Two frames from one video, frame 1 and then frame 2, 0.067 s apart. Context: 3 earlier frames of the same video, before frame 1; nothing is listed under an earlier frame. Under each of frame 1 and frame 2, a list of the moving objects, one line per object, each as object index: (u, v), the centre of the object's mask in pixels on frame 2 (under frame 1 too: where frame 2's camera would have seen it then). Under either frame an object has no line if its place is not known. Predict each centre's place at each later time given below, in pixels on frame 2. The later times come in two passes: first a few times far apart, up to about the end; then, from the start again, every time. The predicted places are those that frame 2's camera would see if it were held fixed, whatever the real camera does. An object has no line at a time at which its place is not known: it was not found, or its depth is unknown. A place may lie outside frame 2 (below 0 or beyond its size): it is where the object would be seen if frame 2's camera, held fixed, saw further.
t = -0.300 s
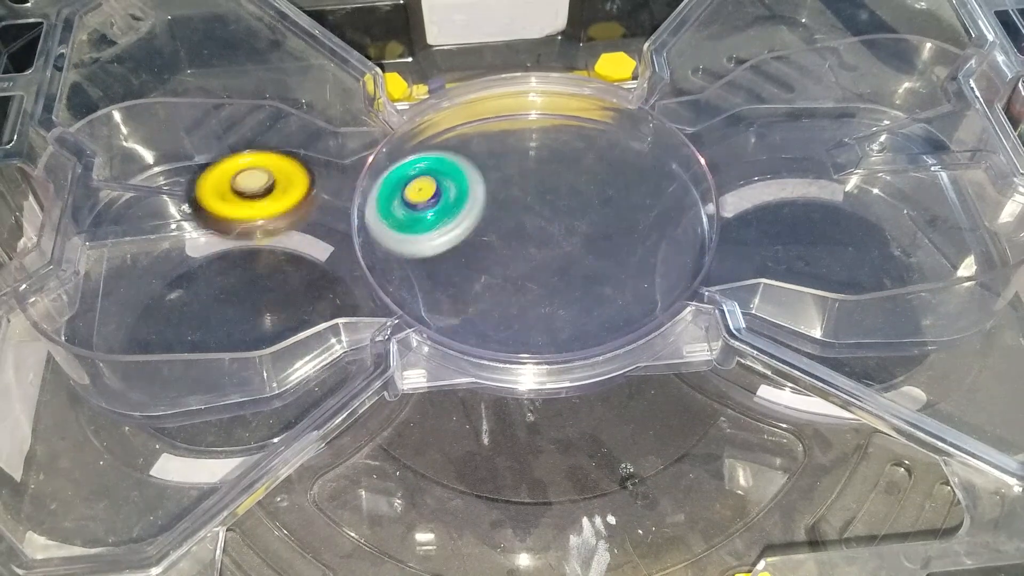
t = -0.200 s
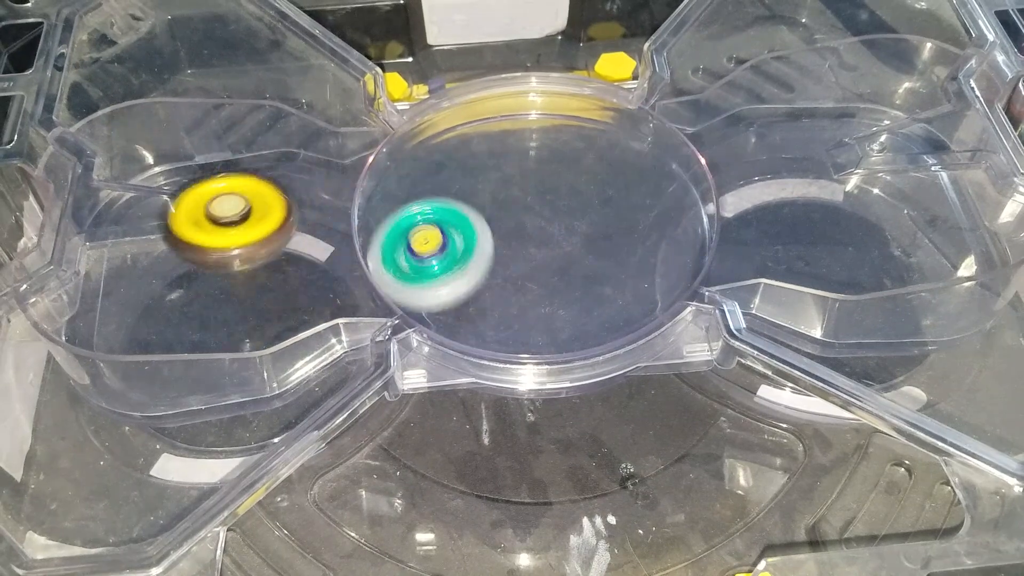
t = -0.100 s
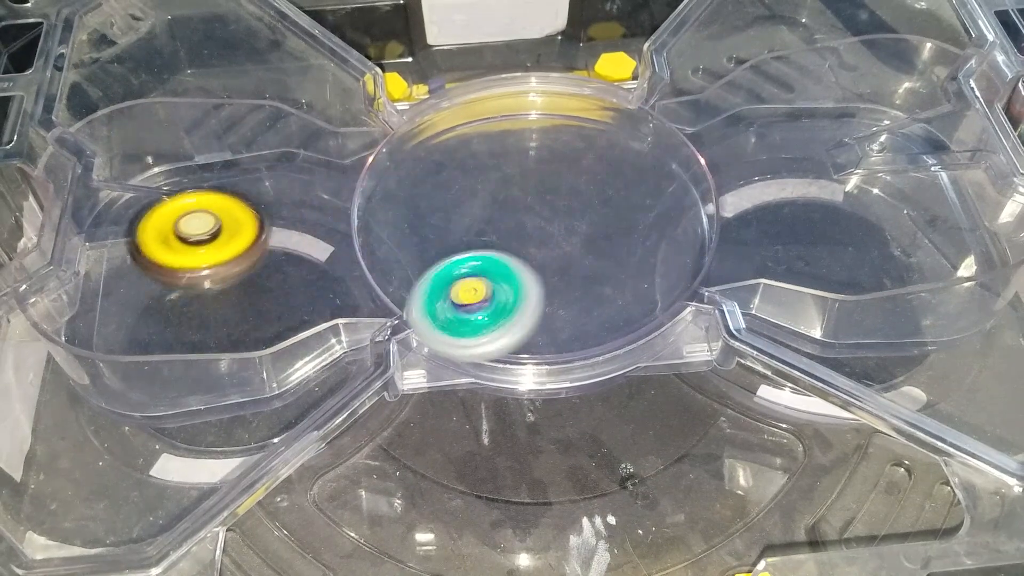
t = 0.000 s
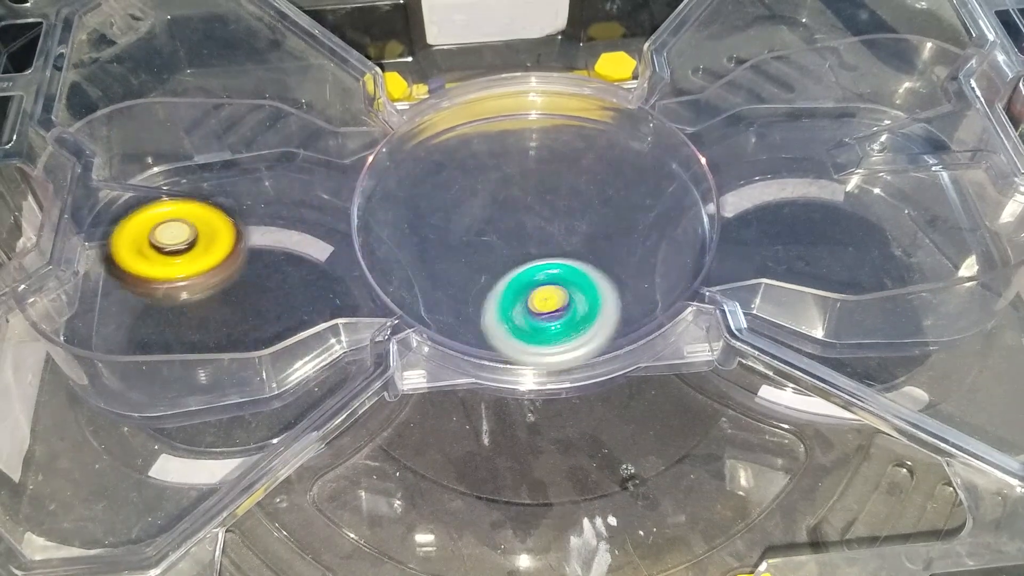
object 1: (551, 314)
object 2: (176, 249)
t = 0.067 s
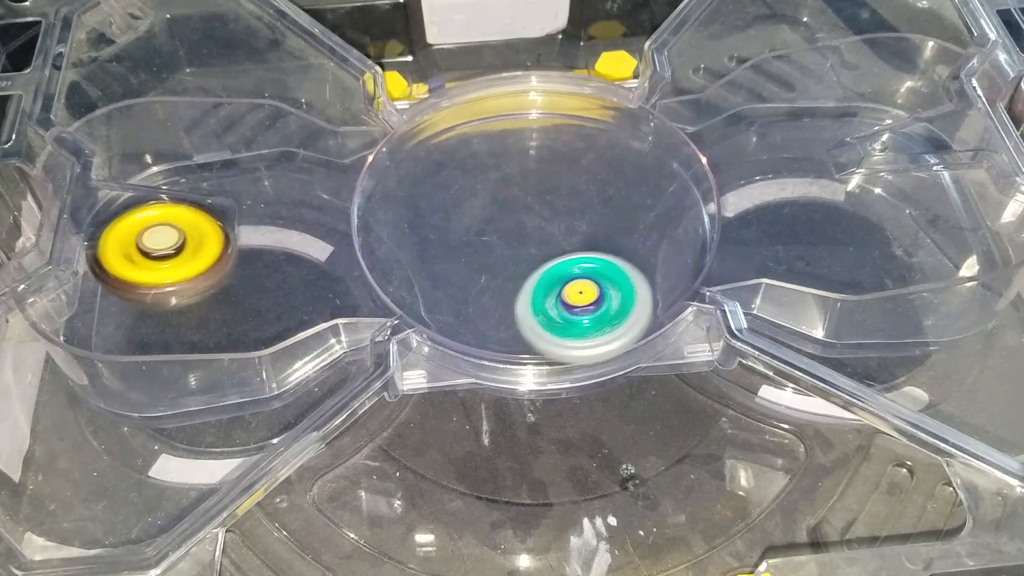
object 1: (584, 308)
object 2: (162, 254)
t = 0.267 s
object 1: (599, 289)
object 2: (143, 255)
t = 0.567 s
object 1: (567, 258)
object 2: (162, 237)
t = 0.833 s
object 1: (525, 237)
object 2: (247, 209)
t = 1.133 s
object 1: (653, 235)
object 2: (227, 153)
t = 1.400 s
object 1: (760, 93)
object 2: (96, 27)
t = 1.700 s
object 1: (695, 29)
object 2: (126, 25)
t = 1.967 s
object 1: (667, 70)
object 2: (204, 33)
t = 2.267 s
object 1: (584, 110)
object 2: (340, 92)
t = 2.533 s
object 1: (675, 118)
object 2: (350, 197)
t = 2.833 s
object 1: (599, 203)
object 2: (452, 269)
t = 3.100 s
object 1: (675, 121)
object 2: (427, 257)
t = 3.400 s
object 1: (527, 132)
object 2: (461, 240)
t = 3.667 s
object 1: (571, 106)
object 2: (417, 260)
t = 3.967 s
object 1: (548, 112)
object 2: (460, 255)
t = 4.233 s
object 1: (524, 137)
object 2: (414, 201)
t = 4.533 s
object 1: (586, 156)
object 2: (405, 175)
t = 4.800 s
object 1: (586, 169)
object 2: (440, 150)
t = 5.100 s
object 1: (677, 260)
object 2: (454, 97)
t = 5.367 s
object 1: (625, 227)
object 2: (478, 147)
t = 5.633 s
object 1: (580, 265)
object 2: (511, 115)
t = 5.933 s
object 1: (481, 280)
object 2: (560, 122)
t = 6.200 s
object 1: (409, 259)
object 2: (590, 159)
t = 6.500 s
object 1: (395, 217)
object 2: (583, 215)
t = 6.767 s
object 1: (422, 166)
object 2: (542, 253)
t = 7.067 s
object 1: (488, 117)
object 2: (471, 262)
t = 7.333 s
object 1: (549, 105)
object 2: (424, 240)
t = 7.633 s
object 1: (590, 130)
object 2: (417, 195)
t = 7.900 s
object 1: (603, 183)
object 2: (452, 154)
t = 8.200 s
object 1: (574, 254)
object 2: (518, 132)
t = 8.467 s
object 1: (513, 290)
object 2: (569, 137)
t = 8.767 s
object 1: (447, 283)
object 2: (597, 172)
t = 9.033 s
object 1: (417, 243)
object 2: (583, 217)
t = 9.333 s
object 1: (422, 178)
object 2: (527, 252)
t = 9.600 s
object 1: (463, 125)
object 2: (466, 255)
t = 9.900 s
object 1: (526, 105)
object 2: (426, 227)
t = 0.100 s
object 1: (592, 305)
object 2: (158, 255)
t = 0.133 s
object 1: (597, 302)
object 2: (154, 256)
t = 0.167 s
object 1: (600, 300)
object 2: (149, 256)
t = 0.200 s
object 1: (601, 296)
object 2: (145, 256)
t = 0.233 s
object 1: (600, 293)
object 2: (143, 256)
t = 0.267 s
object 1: (599, 289)
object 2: (143, 255)
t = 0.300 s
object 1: (598, 285)
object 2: (142, 254)
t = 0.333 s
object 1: (596, 282)
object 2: (143, 253)
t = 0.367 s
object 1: (593, 278)
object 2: (144, 252)
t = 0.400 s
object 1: (590, 275)
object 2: (145, 250)
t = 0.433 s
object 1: (586, 271)
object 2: (147, 248)
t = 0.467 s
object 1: (581, 268)
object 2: (150, 246)
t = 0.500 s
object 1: (577, 264)
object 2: (153, 243)
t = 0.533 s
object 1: (572, 261)
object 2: (157, 241)
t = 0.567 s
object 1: (567, 258)
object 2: (162, 237)
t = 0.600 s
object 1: (562, 255)
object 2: (170, 234)
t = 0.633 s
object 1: (557, 252)
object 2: (178, 230)
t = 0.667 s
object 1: (552, 249)
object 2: (188, 227)
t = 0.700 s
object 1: (547, 246)
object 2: (198, 223)
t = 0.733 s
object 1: (541, 244)
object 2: (209, 218)
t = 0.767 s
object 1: (536, 241)
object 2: (221, 216)
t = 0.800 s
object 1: (530, 239)
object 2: (234, 211)
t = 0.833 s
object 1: (525, 237)
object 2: (247, 209)
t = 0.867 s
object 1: (518, 234)
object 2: (258, 207)
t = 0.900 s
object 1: (512, 232)
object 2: (273, 205)
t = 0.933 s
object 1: (506, 229)
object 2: (287, 203)
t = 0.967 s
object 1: (500, 227)
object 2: (302, 201)
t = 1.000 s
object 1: (494, 224)
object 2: (316, 201)
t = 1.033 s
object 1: (488, 221)
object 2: (333, 200)
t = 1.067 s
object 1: (482, 219)
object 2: (350, 200)
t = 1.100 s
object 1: (555, 229)
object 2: (301, 180)
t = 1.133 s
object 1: (653, 235)
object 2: (227, 153)
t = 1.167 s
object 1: (716, 218)
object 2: (162, 133)
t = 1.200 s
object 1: (740, 187)
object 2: (109, 111)
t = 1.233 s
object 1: (757, 176)
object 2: (72, 93)
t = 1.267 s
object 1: (770, 155)
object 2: (64, 71)
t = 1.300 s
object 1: (773, 138)
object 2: (62, 50)
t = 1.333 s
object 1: (770, 122)
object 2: (76, 38)
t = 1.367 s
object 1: (766, 107)
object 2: (88, 32)
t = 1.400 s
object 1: (760, 93)
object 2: (96, 27)
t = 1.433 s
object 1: (754, 80)
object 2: (102, 26)
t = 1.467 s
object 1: (747, 68)
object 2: (107, 25)
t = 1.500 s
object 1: (739, 58)
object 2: (109, 24)
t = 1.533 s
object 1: (731, 51)
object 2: (112, 24)
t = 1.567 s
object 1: (724, 43)
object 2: (114, 24)
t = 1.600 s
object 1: (716, 38)
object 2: (116, 24)
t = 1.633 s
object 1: (709, 35)
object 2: (119, 25)
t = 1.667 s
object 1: (702, 32)
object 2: (122, 25)
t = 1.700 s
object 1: (695, 29)
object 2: (126, 25)
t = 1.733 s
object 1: (688, 27)
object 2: (131, 25)
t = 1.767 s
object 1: (683, 26)
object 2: (138, 25)
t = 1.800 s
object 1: (683, 33)
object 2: (147, 25)
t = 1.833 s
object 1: (687, 40)
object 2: (156, 26)
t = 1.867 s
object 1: (687, 46)
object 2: (168, 28)
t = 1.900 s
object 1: (682, 53)
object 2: (180, 29)
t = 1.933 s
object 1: (676, 61)
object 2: (193, 32)
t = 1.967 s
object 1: (667, 70)
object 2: (204, 33)
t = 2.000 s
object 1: (658, 77)
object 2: (217, 37)
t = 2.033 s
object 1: (645, 86)
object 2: (230, 40)
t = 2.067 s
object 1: (631, 93)
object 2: (244, 45)
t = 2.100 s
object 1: (620, 97)
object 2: (258, 51)
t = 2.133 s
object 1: (610, 100)
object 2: (273, 58)
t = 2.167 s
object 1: (603, 102)
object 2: (289, 65)
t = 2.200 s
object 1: (597, 105)
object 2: (305, 73)
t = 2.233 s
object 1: (591, 107)
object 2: (323, 83)
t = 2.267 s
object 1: (584, 110)
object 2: (340, 92)
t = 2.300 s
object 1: (577, 114)
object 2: (357, 102)
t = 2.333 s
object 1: (570, 117)
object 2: (374, 113)
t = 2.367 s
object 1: (564, 121)
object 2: (395, 134)
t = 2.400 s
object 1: (557, 125)
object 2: (415, 146)
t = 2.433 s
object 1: (551, 130)
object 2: (433, 156)
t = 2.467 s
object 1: (594, 126)
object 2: (399, 172)
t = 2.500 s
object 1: (640, 121)
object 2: (363, 186)
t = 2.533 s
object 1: (675, 118)
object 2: (350, 197)
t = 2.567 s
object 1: (680, 123)
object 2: (347, 218)
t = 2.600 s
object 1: (674, 145)
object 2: (352, 238)
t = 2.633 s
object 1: (663, 163)
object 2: (362, 256)
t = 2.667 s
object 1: (649, 177)
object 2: (375, 270)
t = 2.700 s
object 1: (634, 188)
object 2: (385, 275)
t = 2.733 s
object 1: (620, 195)
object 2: (398, 274)
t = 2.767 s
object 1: (610, 199)
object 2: (416, 273)
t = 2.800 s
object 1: (603, 201)
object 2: (435, 270)
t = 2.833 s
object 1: (599, 203)
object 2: (452, 269)
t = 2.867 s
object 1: (596, 204)
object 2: (467, 270)
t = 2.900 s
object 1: (595, 206)
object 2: (480, 271)
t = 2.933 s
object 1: (593, 207)
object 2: (491, 271)
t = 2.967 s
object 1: (601, 204)
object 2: (484, 281)
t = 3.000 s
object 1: (649, 175)
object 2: (441, 292)
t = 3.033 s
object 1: (689, 147)
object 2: (431, 275)
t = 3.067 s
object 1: (694, 127)
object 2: (428, 268)
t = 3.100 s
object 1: (675, 121)
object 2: (427, 257)
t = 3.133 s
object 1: (645, 114)
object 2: (428, 246)
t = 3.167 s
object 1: (617, 109)
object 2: (434, 239)
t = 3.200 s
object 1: (594, 108)
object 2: (439, 235)
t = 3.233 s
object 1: (574, 108)
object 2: (447, 233)
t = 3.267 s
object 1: (560, 111)
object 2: (456, 233)
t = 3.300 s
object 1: (550, 115)
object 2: (461, 234)
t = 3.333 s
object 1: (541, 121)
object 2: (464, 236)
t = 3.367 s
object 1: (533, 127)
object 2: (465, 239)
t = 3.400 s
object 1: (527, 132)
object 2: (461, 240)
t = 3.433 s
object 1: (522, 137)
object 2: (455, 240)
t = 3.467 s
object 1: (518, 143)
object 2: (450, 241)
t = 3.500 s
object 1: (513, 148)
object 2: (444, 241)
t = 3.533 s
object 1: (509, 153)
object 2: (439, 239)
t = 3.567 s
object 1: (505, 158)
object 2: (435, 239)
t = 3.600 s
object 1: (502, 162)
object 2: (430, 237)
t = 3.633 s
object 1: (530, 141)
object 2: (398, 256)
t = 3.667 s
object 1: (571, 106)
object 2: (417, 260)
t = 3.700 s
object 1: (606, 74)
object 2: (433, 259)
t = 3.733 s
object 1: (620, 61)
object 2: (448, 263)
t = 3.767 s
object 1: (625, 62)
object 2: (460, 267)
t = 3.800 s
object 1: (620, 69)
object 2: (470, 269)
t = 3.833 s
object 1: (607, 80)
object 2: (477, 270)
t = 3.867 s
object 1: (590, 88)
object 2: (477, 268)
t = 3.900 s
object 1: (573, 97)
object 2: (474, 266)
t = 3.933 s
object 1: (559, 105)
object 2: (468, 261)
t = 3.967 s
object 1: (548, 112)
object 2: (460, 255)
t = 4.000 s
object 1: (541, 117)
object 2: (454, 249)
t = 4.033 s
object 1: (536, 122)
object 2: (447, 243)
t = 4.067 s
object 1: (533, 124)
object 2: (441, 238)
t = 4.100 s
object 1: (531, 127)
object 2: (434, 230)
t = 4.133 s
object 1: (530, 129)
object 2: (429, 224)
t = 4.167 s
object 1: (527, 132)
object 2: (423, 216)
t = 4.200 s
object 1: (525, 135)
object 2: (420, 209)
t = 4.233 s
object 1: (524, 137)
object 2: (414, 201)
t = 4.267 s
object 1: (522, 141)
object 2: (412, 195)
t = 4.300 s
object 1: (520, 144)
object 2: (409, 189)
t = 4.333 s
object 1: (519, 146)
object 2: (406, 183)
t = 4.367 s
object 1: (521, 149)
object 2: (403, 178)
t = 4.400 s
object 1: (520, 152)
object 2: (400, 173)
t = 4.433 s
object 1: (534, 153)
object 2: (387, 167)
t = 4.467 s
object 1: (560, 153)
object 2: (379, 168)
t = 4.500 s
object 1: (577, 154)
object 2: (393, 172)
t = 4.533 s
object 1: (586, 156)
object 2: (405, 175)
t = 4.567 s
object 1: (587, 157)
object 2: (413, 176)
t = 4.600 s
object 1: (588, 158)
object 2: (419, 177)
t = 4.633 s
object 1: (588, 159)
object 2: (423, 174)
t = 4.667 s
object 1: (588, 161)
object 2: (426, 170)
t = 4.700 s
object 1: (588, 163)
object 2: (430, 166)
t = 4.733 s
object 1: (588, 165)
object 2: (432, 161)
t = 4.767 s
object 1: (587, 166)
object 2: (436, 155)
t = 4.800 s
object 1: (586, 169)
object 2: (440, 150)
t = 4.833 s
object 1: (585, 170)
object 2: (445, 146)
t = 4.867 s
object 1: (584, 172)
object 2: (450, 142)
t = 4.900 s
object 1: (582, 174)
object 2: (455, 136)
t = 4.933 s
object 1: (581, 176)
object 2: (461, 132)
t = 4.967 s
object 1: (579, 177)
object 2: (466, 128)
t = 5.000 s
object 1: (577, 179)
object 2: (473, 125)
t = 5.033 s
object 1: (581, 188)
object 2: (477, 120)
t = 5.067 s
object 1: (635, 231)
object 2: (449, 82)
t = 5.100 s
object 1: (677, 260)
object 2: (454, 97)
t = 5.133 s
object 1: (666, 251)
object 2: (461, 119)
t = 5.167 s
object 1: (649, 252)
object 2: (469, 138)
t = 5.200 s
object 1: (640, 243)
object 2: (476, 151)
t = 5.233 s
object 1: (627, 231)
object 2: (482, 161)
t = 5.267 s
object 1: (617, 222)
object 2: (489, 166)
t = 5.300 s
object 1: (609, 215)
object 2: (496, 167)
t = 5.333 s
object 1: (617, 219)
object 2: (488, 159)
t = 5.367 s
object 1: (625, 227)
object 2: (478, 147)
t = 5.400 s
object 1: (626, 233)
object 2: (475, 138)
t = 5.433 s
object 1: (623, 239)
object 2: (478, 132)
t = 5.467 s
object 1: (618, 244)
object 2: (481, 127)
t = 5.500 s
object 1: (612, 249)
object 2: (487, 123)
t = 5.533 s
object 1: (605, 253)
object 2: (493, 121)
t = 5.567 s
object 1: (598, 257)
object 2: (499, 119)
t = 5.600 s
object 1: (589, 261)
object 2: (506, 117)
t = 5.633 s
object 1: (580, 265)
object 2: (511, 115)
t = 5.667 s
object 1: (570, 269)
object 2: (516, 113)
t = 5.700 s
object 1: (560, 273)
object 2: (523, 113)
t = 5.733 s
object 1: (550, 276)
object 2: (529, 113)
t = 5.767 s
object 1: (539, 278)
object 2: (534, 113)
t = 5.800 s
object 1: (527, 280)
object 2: (540, 115)
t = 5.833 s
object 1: (516, 280)
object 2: (546, 115)
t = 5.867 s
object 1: (504, 281)
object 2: (550, 117)
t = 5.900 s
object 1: (493, 281)
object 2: (555, 119)
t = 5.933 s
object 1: (481, 280)
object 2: (560, 122)
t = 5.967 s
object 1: (470, 279)
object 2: (565, 125)
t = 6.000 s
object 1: (459, 278)
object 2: (571, 130)
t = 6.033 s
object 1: (449, 275)
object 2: (574, 133)
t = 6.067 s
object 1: (439, 273)
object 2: (578, 138)
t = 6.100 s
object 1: (430, 270)
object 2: (581, 143)
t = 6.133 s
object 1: (422, 267)
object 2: (584, 148)
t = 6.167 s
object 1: (415, 263)
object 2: (587, 153)
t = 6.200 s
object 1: (409, 259)
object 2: (590, 159)
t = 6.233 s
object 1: (404, 255)
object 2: (590, 165)
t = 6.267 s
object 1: (400, 251)
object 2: (592, 171)
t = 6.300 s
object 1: (398, 247)
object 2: (592, 177)
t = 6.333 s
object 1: (397, 243)
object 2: (592, 183)
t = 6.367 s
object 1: (396, 239)
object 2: (592, 189)
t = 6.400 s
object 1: (395, 234)
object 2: (591, 197)
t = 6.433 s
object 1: (395, 228)
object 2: (589, 203)
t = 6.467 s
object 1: (395, 222)
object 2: (586, 208)
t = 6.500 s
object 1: (395, 217)
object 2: (583, 215)
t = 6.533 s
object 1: (396, 210)
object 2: (579, 220)
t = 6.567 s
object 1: (398, 204)
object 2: (576, 225)
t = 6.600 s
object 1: (401, 198)
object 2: (572, 231)
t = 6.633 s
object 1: (404, 191)
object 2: (566, 236)
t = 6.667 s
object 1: (408, 185)
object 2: (561, 241)
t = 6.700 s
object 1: (412, 179)
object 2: (556, 246)
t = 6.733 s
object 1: (416, 172)
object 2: (548, 250)
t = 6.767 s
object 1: (422, 166)
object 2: (542, 253)
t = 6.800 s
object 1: (428, 160)
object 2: (535, 256)
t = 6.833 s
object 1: (435, 153)
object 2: (527, 258)
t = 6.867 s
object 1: (442, 147)
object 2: (519, 260)
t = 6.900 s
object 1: (448, 141)
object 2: (511, 262)
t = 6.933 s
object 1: (456, 135)
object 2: (502, 263)
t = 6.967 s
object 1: (463, 130)
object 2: (495, 263)
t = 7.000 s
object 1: (471, 125)
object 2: (487, 263)
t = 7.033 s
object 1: (479, 121)
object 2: (479, 263)
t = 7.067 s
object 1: (488, 117)
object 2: (471, 262)
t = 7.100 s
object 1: (496, 114)
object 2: (464, 261)
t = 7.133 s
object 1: (504, 111)
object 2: (457, 259)
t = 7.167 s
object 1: (512, 109)
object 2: (450, 257)
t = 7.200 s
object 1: (520, 107)
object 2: (443, 254)
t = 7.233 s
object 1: (528, 105)
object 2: (438, 251)
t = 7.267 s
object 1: (535, 104)
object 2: (434, 249)
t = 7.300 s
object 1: (542, 104)
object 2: (429, 245)
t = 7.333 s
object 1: (549, 105)
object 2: (424, 240)
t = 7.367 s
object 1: (555, 106)
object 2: (421, 235)
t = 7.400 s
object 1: (561, 108)
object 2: (418, 232)
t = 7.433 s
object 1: (566, 110)
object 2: (416, 227)
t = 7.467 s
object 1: (570, 112)
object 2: (414, 221)
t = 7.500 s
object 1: (575, 115)
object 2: (414, 216)
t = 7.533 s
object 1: (579, 118)
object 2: (414, 212)
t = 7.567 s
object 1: (583, 121)
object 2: (414, 206)
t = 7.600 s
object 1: (587, 125)
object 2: (415, 200)
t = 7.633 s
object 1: (590, 130)
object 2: (417, 195)
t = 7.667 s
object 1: (593, 135)
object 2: (420, 190)
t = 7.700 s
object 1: (596, 140)
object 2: (423, 185)
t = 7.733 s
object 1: (598, 146)
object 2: (427, 179)
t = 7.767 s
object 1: (600, 153)
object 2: (431, 173)
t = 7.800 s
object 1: (602, 160)
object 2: (436, 168)
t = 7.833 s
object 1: (603, 167)
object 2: (442, 164)
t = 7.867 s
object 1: (603, 175)
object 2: (446, 159)
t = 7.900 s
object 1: (603, 183)
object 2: (452, 154)
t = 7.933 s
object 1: (603, 191)
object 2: (458, 150)
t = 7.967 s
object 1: (601, 199)
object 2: (466, 147)
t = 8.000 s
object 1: (600, 208)
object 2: (473, 143)
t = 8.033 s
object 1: (597, 216)
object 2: (480, 140)
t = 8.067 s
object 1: (594, 224)
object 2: (487, 138)
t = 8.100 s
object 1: (590, 232)
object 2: (495, 134)
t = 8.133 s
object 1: (585, 240)
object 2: (502, 134)
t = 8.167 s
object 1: (580, 247)
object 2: (509, 132)
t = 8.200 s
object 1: (574, 254)
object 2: (518, 132)
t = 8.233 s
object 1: (568, 261)
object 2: (524, 130)
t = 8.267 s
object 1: (561, 267)
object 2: (532, 129)
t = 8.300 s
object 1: (554, 272)
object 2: (539, 129)
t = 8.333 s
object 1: (546, 278)
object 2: (546, 130)
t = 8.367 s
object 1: (538, 282)
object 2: (552, 132)
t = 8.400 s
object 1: (530, 285)
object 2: (557, 133)
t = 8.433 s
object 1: (521, 288)
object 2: (564, 135)
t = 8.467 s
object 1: (513, 290)
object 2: (569, 137)
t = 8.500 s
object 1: (504, 292)
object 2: (574, 140)
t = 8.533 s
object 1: (495, 292)
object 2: (579, 143)
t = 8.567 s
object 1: (487, 293)
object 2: (583, 146)
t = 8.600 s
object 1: (480, 292)
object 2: (587, 149)
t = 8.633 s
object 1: (472, 291)
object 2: (590, 152)
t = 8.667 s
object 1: (465, 290)
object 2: (593, 156)
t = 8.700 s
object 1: (458, 288)
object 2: (595, 161)
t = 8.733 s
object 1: (452, 286)
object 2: (596, 167)
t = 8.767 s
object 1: (447, 283)
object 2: (597, 172)
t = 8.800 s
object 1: (441, 279)
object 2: (598, 177)
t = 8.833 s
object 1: (437, 275)
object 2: (598, 182)
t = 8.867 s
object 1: (433, 271)
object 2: (597, 189)
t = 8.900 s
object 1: (429, 266)
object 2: (595, 193)
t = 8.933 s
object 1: (425, 261)
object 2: (593, 199)
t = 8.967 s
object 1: (422, 255)
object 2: (591, 204)
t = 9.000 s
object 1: (419, 249)
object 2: (588, 211)
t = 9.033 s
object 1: (417, 243)
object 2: (583, 217)
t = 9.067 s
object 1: (415, 236)
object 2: (578, 221)
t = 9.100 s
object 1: (413, 229)
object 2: (573, 226)
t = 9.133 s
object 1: (413, 223)
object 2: (568, 230)
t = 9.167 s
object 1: (413, 216)
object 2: (562, 235)
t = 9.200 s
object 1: (414, 208)
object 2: (555, 240)
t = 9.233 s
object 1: (415, 200)
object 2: (549, 243)
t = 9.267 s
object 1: (417, 193)
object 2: (542, 247)
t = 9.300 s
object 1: (419, 185)
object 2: (534, 250)
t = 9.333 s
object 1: (422, 178)
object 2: (527, 252)
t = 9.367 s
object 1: (426, 170)
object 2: (518, 254)
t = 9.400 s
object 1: (430, 163)
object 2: (510, 255)
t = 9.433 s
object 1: (434, 156)
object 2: (502, 256)
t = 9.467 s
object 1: (440, 149)
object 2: (494, 257)
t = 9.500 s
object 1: (445, 142)
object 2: (488, 257)
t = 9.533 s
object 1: (450, 136)
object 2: (479, 256)
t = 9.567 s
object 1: (457, 131)
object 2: (472, 256)
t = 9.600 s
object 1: (463, 125)
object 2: (466, 255)
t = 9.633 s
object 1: (470, 121)
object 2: (459, 252)
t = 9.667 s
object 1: (477, 117)
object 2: (453, 250)
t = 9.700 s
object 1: (484, 113)
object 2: (447, 248)
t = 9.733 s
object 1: (491, 111)
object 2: (442, 245)
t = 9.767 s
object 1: (498, 109)
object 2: (438, 242)
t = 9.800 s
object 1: (506, 107)
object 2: (434, 238)
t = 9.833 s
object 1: (512, 106)
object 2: (431, 235)
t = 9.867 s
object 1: (519, 106)
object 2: (429, 231)
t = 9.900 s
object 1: (526, 105)
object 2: (426, 227)
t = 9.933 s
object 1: (533, 106)
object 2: (425, 223)
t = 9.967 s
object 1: (539, 107)
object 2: (424, 218)
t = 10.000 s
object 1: (545, 109)
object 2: (425, 213)
